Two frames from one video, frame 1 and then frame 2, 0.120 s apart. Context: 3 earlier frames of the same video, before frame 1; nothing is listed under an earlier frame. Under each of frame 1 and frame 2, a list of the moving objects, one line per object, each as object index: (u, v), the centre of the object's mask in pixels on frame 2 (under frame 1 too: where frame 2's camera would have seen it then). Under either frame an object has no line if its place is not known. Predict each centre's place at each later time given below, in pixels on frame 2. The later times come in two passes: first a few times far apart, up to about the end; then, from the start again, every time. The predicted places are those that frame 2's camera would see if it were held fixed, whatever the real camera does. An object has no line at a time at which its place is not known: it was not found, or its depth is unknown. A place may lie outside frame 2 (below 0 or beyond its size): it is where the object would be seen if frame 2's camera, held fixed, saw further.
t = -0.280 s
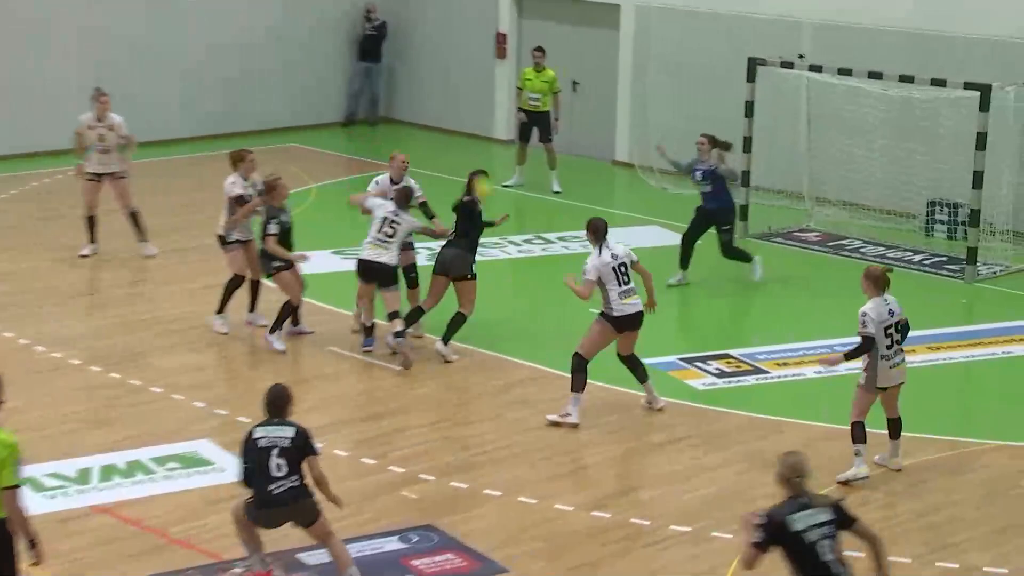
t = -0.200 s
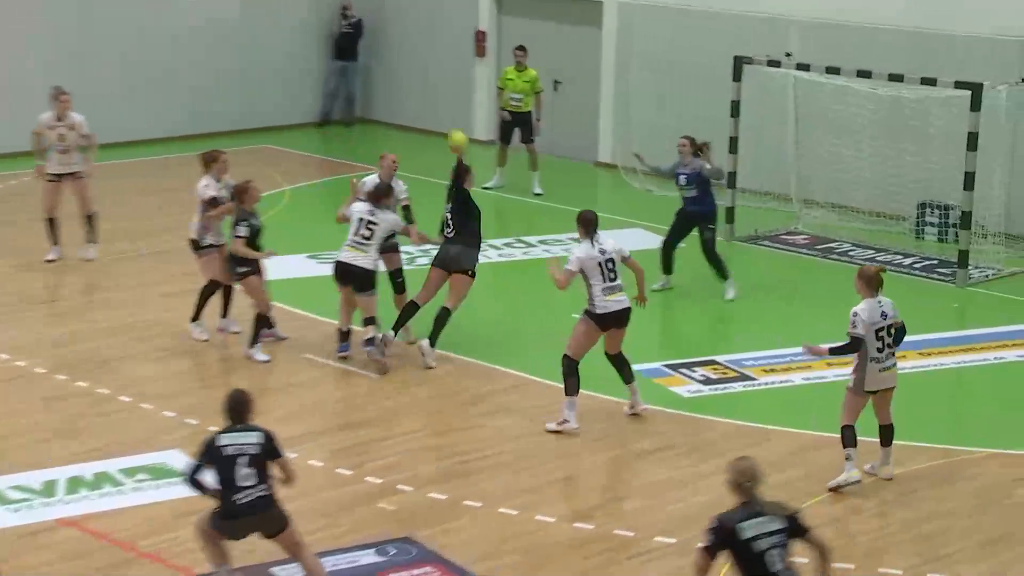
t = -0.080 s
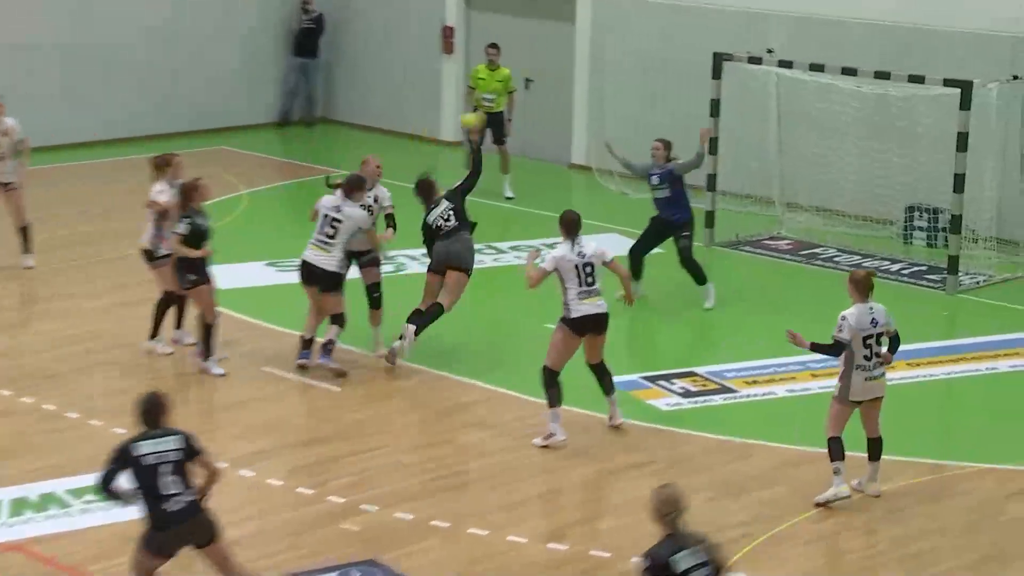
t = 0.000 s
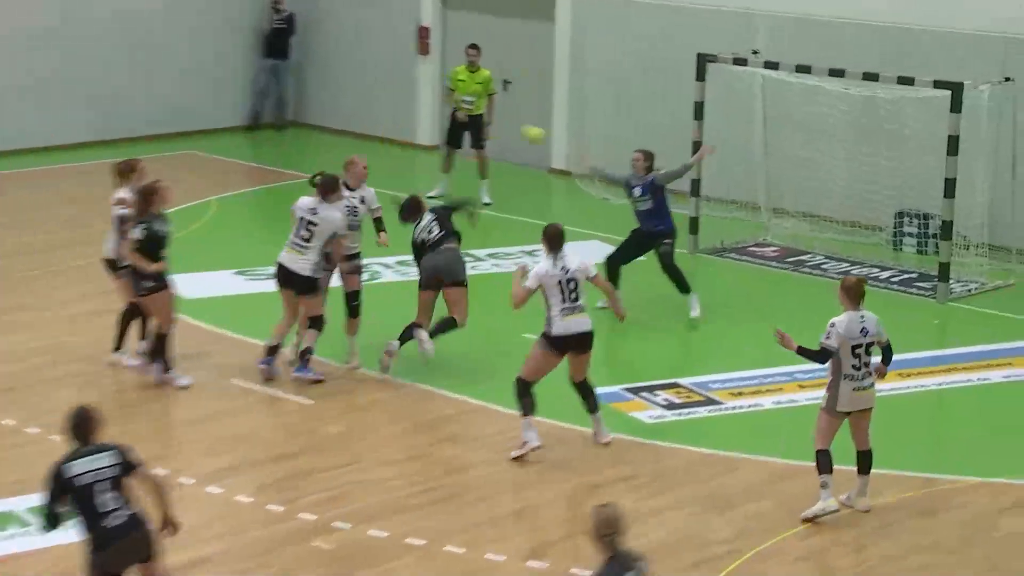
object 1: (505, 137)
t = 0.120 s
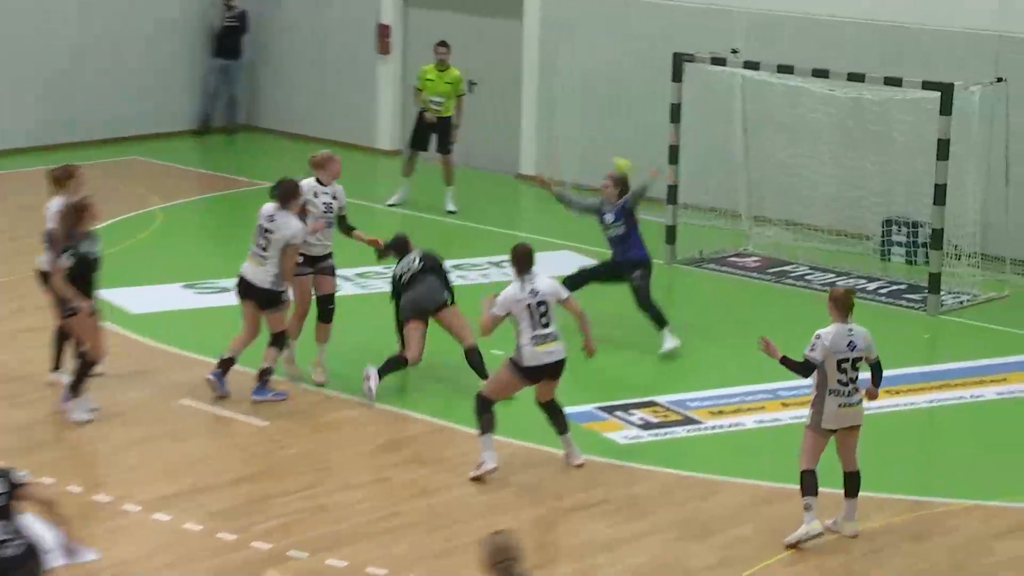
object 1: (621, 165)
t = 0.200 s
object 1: (690, 187)
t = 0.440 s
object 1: (783, 237)
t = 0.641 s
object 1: (785, 259)
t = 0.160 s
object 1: (656, 176)
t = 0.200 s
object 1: (690, 187)
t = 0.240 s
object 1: (724, 200)
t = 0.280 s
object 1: (756, 213)
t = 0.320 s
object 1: (781, 224)
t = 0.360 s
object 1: (787, 229)
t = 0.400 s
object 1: (785, 232)
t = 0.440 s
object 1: (783, 237)
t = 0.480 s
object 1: (782, 242)
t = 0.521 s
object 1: (782, 247)
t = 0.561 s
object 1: (782, 254)
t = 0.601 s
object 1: (783, 260)
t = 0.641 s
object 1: (785, 259)
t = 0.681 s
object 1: (787, 260)
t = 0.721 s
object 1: (790, 263)
